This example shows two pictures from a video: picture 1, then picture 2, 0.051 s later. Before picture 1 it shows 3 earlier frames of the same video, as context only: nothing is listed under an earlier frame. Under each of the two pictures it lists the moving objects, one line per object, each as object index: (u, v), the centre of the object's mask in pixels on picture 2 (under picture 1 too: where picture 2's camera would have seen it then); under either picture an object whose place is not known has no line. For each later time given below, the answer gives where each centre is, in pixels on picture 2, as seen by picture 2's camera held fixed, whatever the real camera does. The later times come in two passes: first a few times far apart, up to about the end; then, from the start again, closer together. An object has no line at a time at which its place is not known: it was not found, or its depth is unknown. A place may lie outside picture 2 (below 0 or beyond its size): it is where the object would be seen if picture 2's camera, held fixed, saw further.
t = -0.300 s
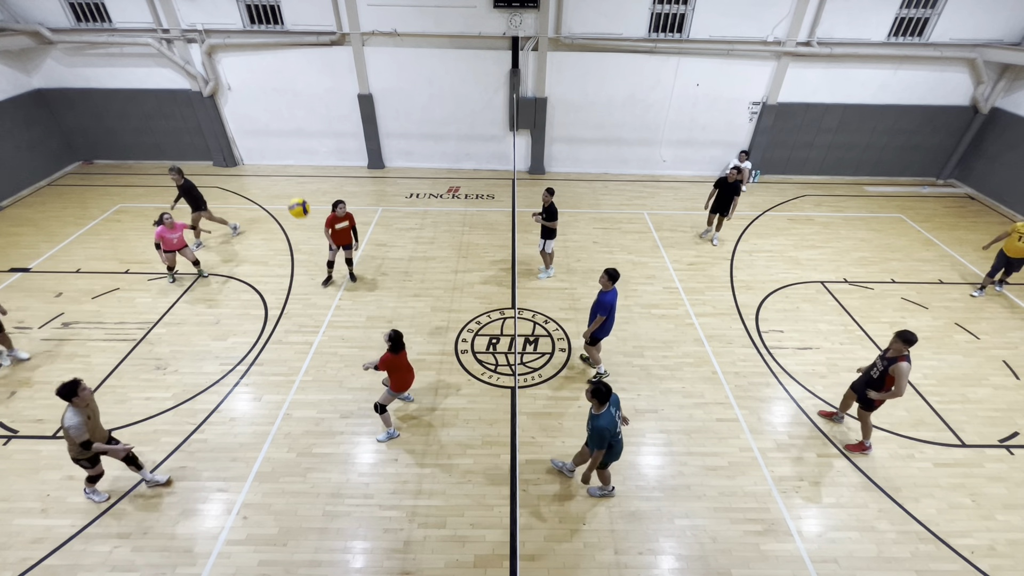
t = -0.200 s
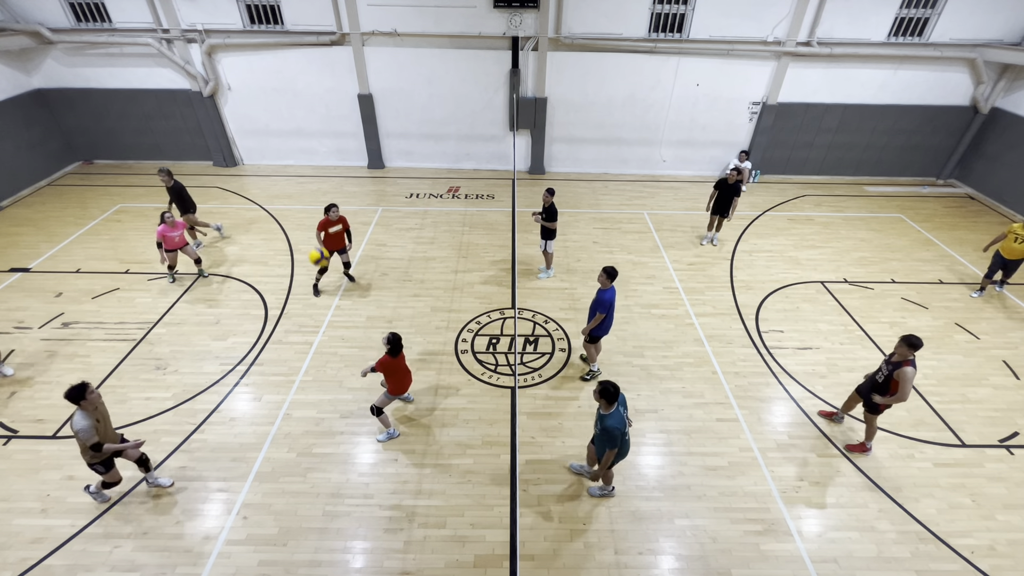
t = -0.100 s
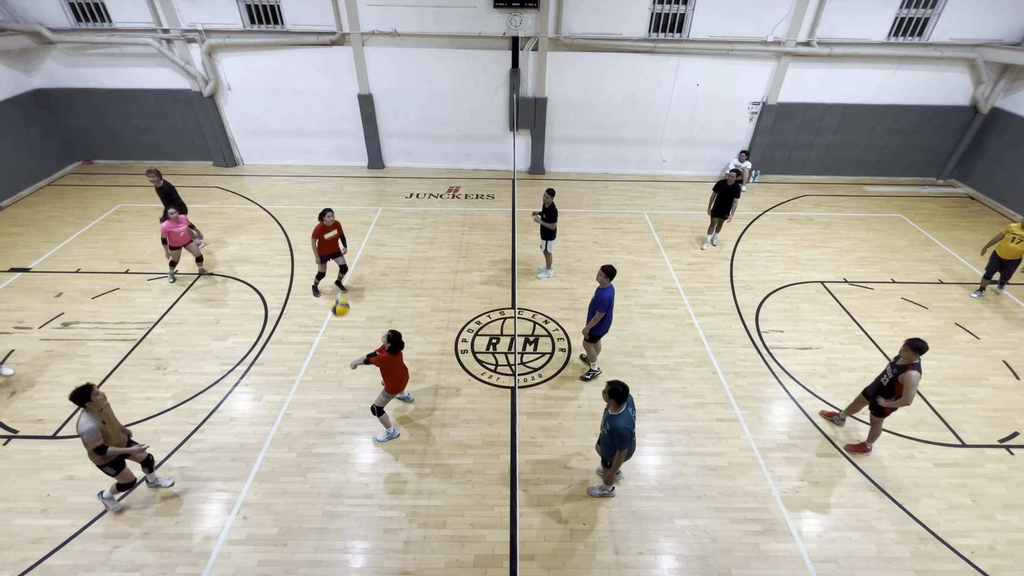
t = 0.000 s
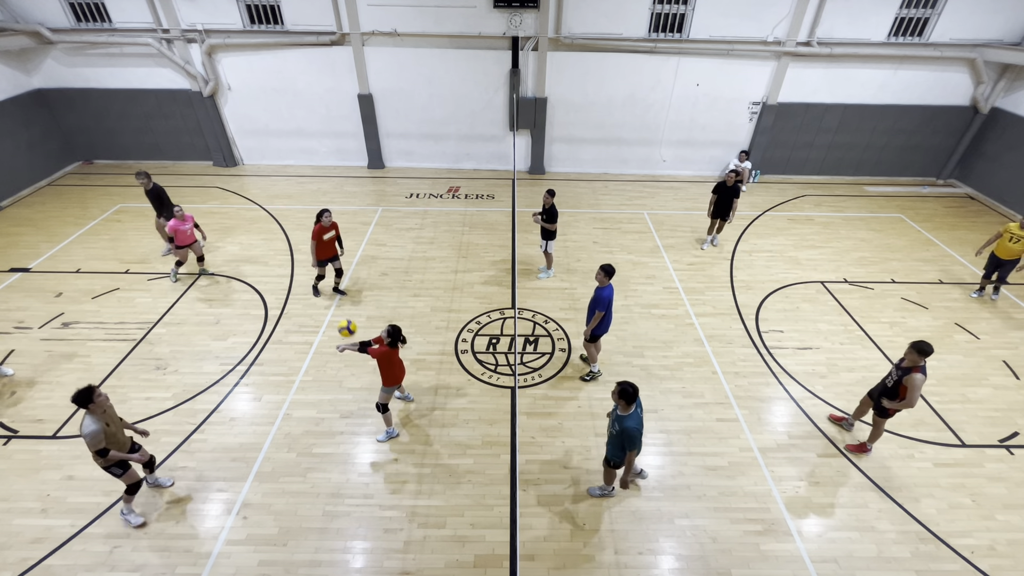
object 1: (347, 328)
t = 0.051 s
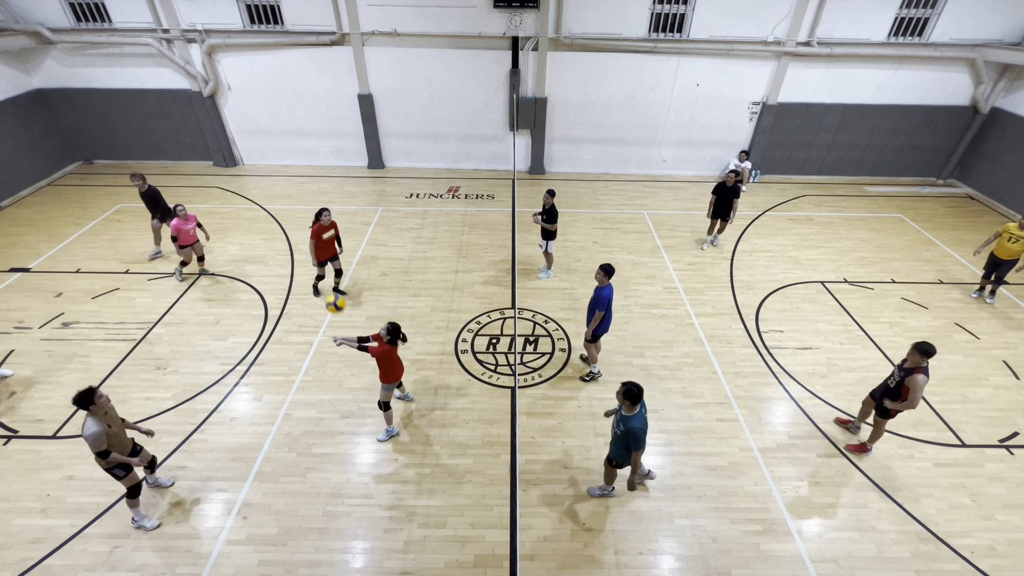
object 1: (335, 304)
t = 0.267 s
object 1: (278, 197)
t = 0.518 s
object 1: (211, 97)
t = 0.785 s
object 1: (157, 58)
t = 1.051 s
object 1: (141, 113)
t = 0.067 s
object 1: (331, 296)
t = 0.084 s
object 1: (327, 287)
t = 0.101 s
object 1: (322, 279)
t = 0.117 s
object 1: (318, 271)
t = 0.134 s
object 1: (314, 263)
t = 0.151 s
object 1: (310, 255)
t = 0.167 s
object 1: (305, 246)
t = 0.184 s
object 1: (301, 237)
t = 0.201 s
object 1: (296, 229)
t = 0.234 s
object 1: (287, 213)
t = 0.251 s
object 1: (282, 205)
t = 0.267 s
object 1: (278, 197)
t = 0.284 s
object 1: (273, 189)
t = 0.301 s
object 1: (269, 181)
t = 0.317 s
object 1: (264, 174)
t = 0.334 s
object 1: (260, 166)
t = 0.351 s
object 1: (255, 159)
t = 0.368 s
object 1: (251, 152)
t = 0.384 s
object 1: (246, 145)
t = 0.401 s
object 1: (242, 138)
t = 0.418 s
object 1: (237, 131)
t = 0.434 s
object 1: (232, 125)
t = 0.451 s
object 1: (228, 119)
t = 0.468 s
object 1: (224, 113)
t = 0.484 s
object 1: (220, 107)
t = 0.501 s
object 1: (215, 101)
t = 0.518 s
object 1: (211, 97)
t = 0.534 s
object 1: (207, 92)
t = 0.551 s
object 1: (203, 87)
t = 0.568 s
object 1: (199, 83)
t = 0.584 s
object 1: (195, 79)
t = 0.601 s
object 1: (192, 75)
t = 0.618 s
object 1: (188, 72)
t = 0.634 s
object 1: (184, 69)
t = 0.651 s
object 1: (181, 66)
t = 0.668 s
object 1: (177, 64)
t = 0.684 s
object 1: (174, 62)
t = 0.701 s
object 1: (171, 61)
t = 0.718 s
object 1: (168, 60)
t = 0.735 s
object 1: (165, 59)
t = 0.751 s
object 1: (162, 58)
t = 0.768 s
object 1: (160, 58)
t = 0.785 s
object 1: (157, 58)
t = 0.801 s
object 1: (155, 59)
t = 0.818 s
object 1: (153, 60)
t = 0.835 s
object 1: (151, 62)
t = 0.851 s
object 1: (150, 64)
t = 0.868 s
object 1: (148, 66)
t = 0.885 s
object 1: (146, 69)
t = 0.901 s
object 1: (145, 72)
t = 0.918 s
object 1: (144, 75)
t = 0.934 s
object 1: (143, 79)
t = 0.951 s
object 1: (142, 83)
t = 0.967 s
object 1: (141, 87)
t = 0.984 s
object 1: (141, 92)
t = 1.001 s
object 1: (141, 97)
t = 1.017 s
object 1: (141, 102)
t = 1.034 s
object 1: (141, 107)
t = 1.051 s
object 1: (141, 113)
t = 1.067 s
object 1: (141, 119)
